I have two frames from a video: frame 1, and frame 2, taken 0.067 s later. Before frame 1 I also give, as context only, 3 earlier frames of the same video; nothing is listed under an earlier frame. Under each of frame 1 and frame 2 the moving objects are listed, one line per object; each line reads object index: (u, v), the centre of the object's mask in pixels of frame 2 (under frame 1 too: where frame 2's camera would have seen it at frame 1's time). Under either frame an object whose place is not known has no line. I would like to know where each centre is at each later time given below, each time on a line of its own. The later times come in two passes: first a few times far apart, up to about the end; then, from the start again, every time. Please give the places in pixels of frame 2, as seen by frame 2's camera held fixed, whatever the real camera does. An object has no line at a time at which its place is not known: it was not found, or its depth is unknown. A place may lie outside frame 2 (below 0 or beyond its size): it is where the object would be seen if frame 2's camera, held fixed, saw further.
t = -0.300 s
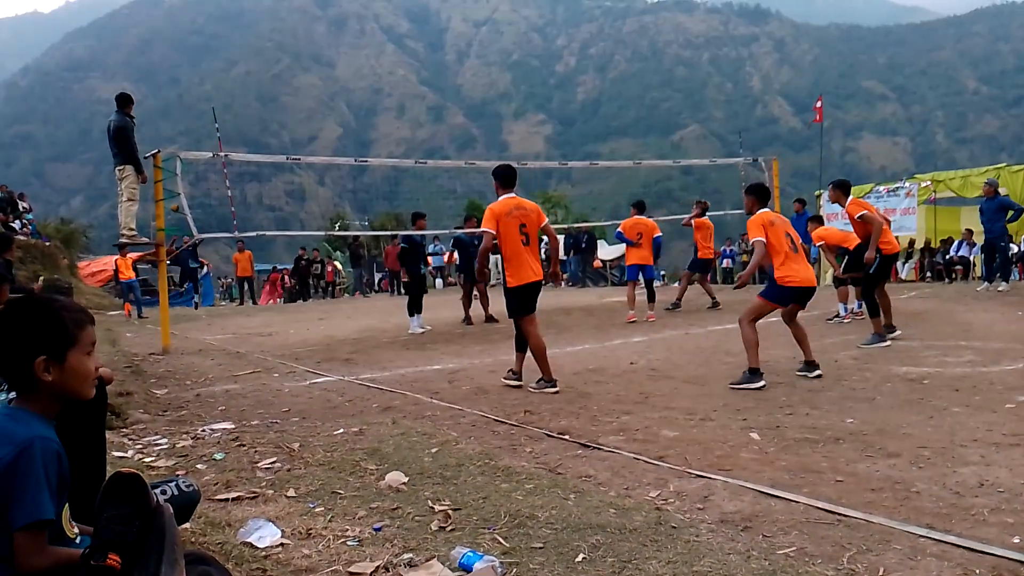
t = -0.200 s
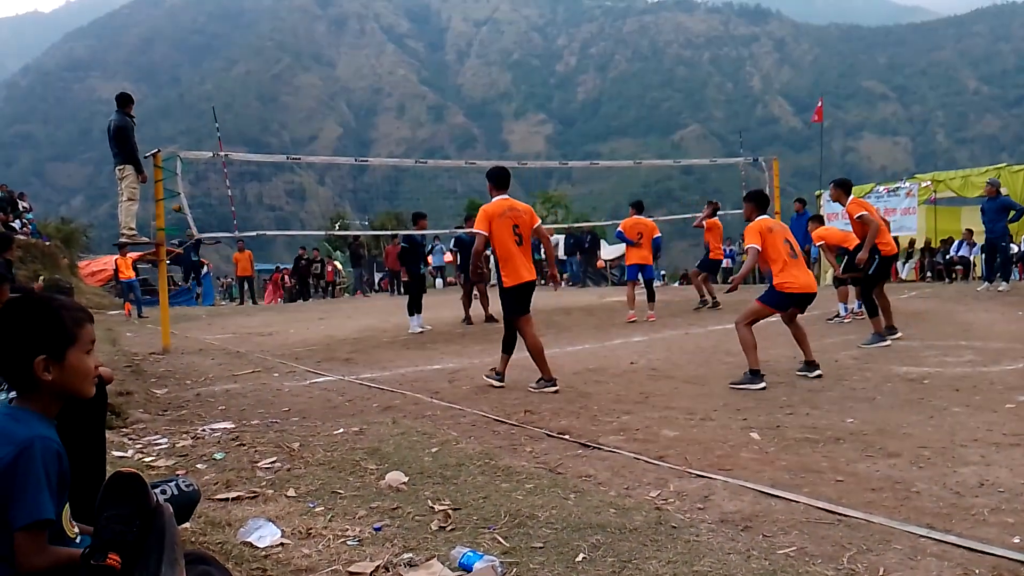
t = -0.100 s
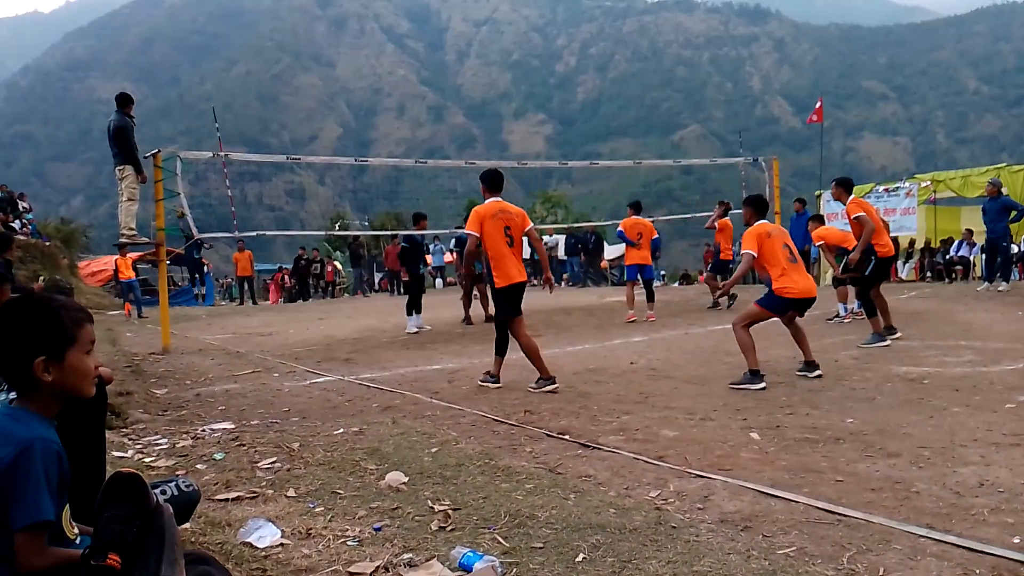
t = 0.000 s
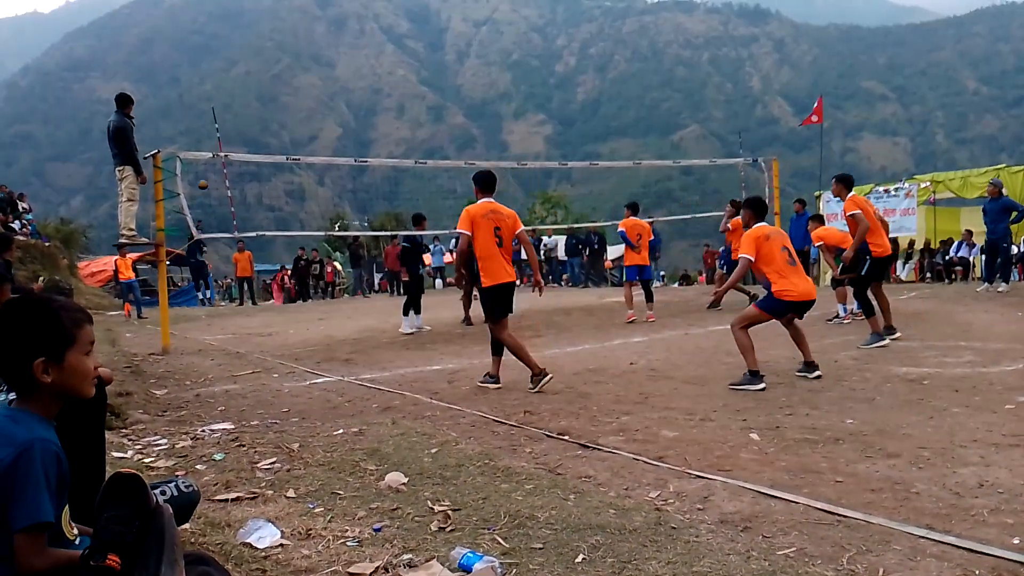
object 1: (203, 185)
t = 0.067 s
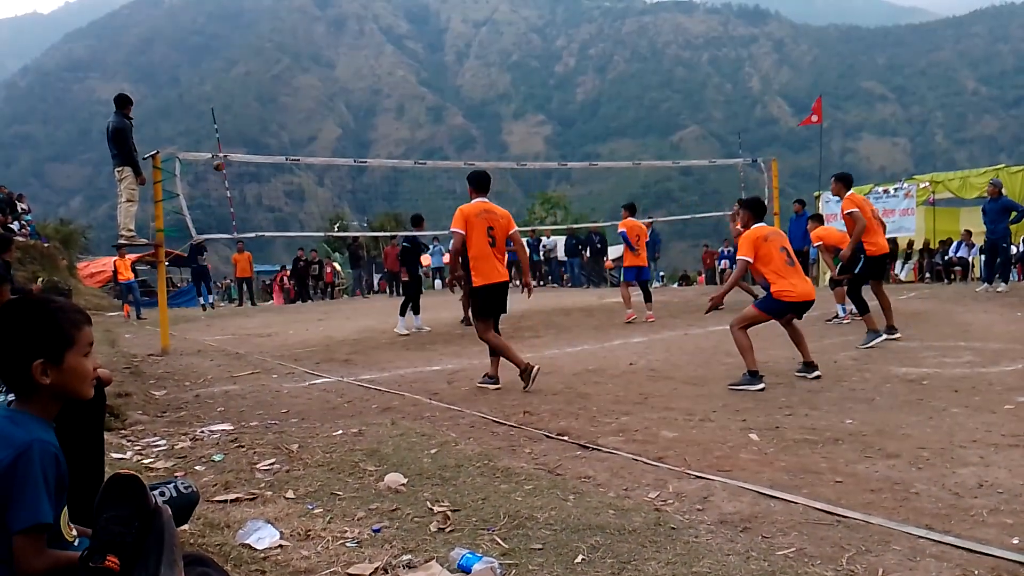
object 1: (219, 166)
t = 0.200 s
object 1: (255, 132)
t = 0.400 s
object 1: (323, 92)
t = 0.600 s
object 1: (412, 66)
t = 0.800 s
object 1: (530, 65)
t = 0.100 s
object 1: (226, 159)
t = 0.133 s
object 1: (236, 148)
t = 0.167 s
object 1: (246, 140)
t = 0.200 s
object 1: (255, 132)
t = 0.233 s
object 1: (265, 125)
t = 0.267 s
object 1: (276, 118)
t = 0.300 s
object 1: (287, 111)
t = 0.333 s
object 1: (298, 104)
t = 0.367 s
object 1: (311, 98)
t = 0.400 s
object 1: (323, 92)
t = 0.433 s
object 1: (337, 87)
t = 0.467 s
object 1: (351, 81)
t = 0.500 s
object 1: (365, 77)
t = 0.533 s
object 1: (380, 72)
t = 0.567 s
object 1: (396, 69)
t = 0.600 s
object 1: (412, 66)
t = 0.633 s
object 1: (430, 64)
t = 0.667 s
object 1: (448, 62)
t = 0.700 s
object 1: (467, 61)
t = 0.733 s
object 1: (487, 62)
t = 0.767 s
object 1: (508, 64)
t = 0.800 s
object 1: (530, 65)
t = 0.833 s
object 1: (553, 67)
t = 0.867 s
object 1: (578, 73)
